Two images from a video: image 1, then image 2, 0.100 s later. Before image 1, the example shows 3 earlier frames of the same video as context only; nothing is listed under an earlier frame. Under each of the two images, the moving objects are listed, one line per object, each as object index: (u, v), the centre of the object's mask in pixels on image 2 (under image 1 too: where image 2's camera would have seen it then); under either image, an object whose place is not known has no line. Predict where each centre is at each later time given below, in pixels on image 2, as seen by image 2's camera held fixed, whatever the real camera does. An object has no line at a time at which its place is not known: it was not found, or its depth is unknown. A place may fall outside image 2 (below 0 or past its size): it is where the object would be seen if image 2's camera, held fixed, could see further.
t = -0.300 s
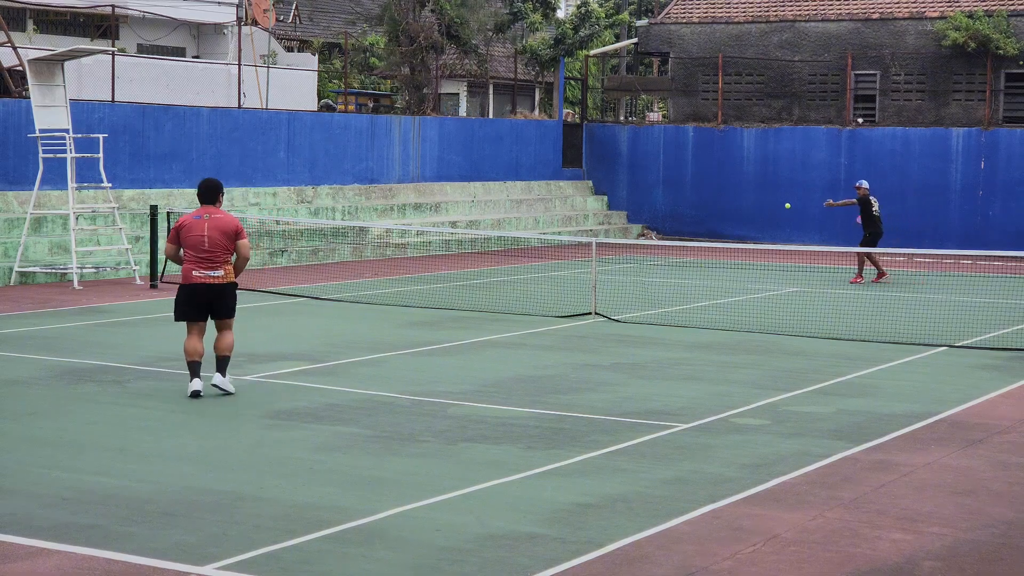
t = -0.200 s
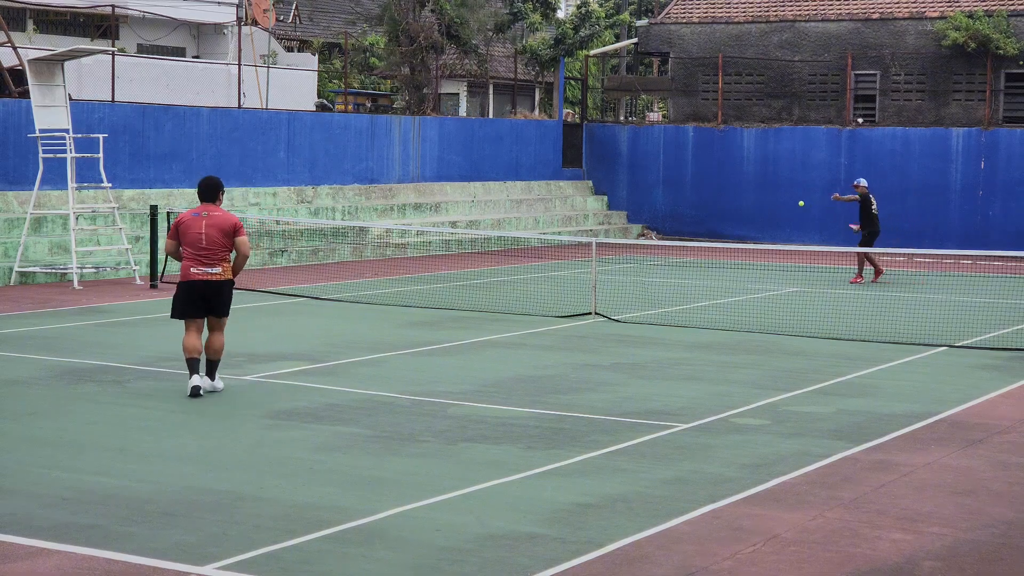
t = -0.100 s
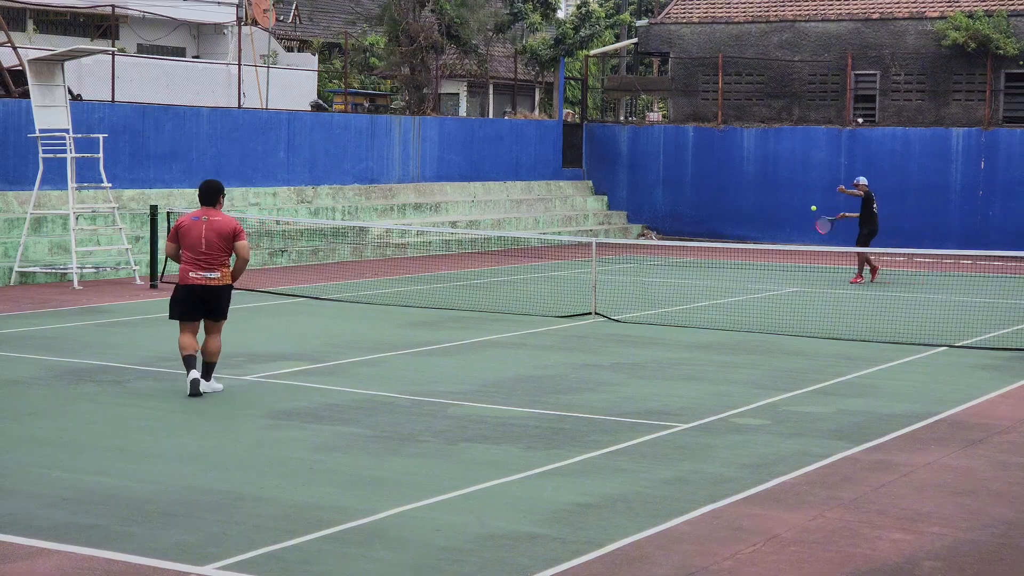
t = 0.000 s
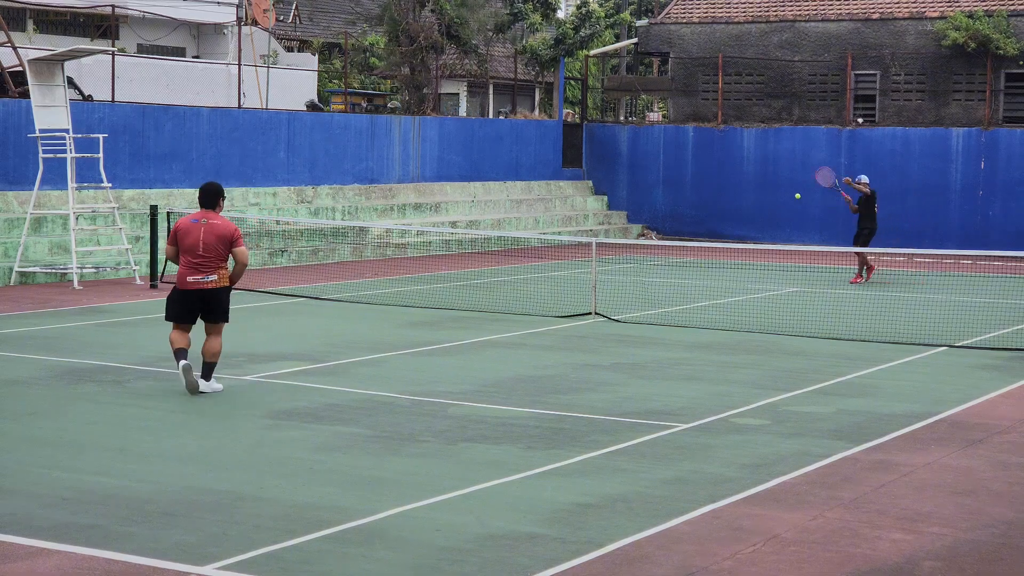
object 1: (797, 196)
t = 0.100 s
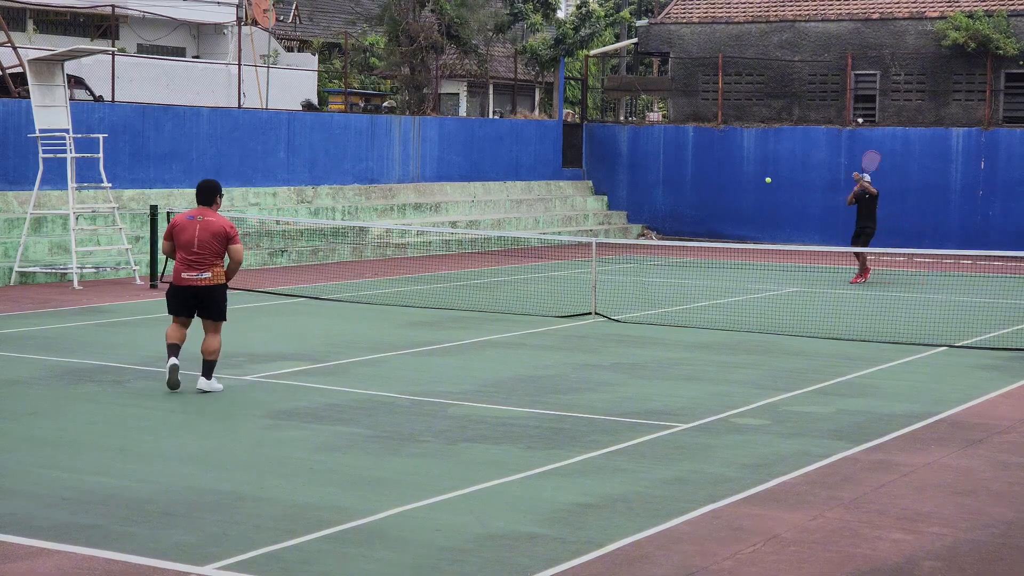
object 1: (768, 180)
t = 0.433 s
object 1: (652, 179)
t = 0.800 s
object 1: (475, 306)
